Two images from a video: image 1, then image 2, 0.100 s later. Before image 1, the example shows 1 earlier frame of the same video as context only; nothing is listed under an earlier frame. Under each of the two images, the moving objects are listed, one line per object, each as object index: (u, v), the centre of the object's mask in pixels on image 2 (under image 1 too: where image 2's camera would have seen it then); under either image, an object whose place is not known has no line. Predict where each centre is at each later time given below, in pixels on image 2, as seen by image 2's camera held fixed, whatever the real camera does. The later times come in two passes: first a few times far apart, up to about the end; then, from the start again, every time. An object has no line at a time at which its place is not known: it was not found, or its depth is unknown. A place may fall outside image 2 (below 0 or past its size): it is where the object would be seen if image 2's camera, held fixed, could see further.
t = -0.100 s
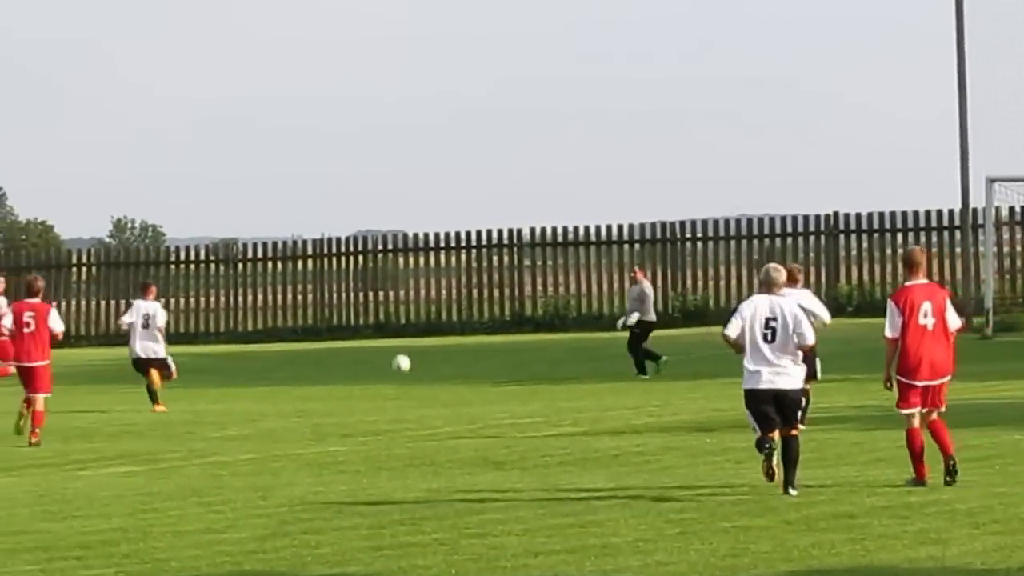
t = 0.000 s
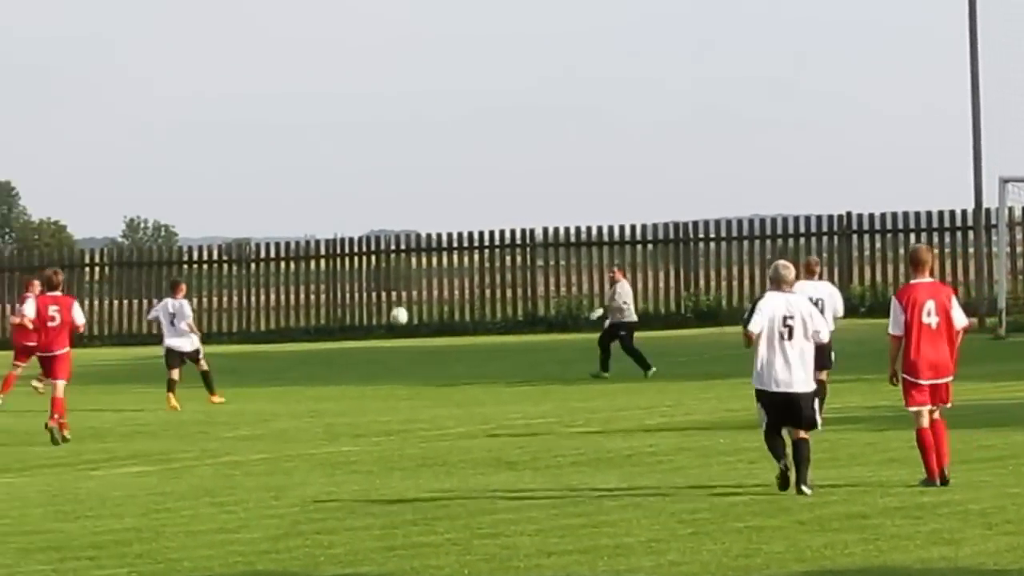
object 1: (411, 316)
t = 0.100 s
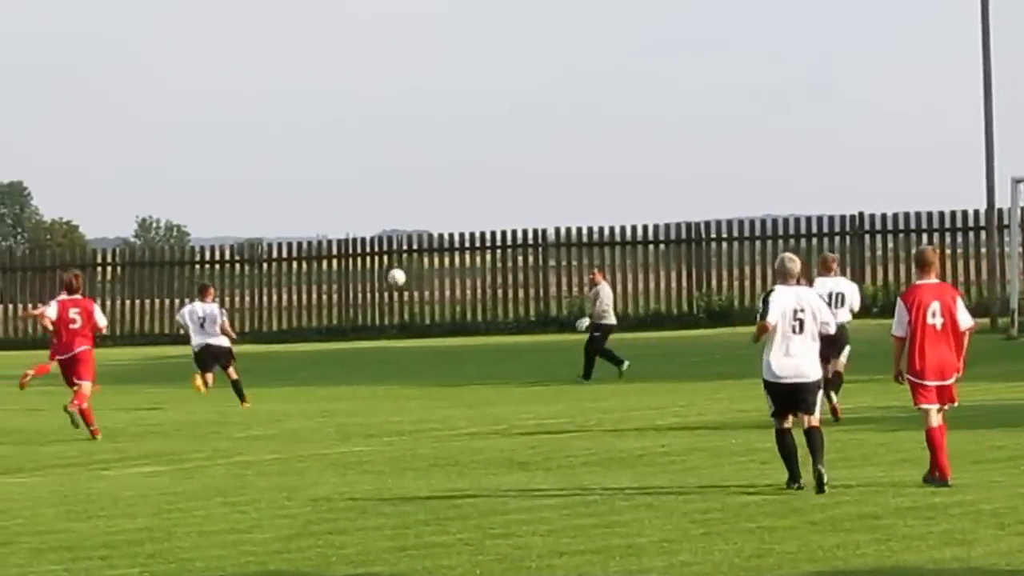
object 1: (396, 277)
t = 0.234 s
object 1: (378, 240)
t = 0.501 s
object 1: (346, 210)
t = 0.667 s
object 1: (328, 220)
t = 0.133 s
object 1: (392, 266)
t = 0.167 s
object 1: (388, 256)
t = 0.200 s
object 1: (383, 247)
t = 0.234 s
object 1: (378, 240)
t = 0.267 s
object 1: (375, 233)
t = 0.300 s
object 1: (371, 228)
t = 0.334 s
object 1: (366, 222)
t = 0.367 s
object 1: (362, 218)
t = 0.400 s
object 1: (358, 215)
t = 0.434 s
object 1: (354, 212)
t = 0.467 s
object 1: (350, 211)
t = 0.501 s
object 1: (346, 210)
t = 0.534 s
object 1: (343, 211)
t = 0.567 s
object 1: (339, 211)
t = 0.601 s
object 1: (336, 213)
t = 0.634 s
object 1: (332, 216)
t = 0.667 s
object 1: (328, 220)
